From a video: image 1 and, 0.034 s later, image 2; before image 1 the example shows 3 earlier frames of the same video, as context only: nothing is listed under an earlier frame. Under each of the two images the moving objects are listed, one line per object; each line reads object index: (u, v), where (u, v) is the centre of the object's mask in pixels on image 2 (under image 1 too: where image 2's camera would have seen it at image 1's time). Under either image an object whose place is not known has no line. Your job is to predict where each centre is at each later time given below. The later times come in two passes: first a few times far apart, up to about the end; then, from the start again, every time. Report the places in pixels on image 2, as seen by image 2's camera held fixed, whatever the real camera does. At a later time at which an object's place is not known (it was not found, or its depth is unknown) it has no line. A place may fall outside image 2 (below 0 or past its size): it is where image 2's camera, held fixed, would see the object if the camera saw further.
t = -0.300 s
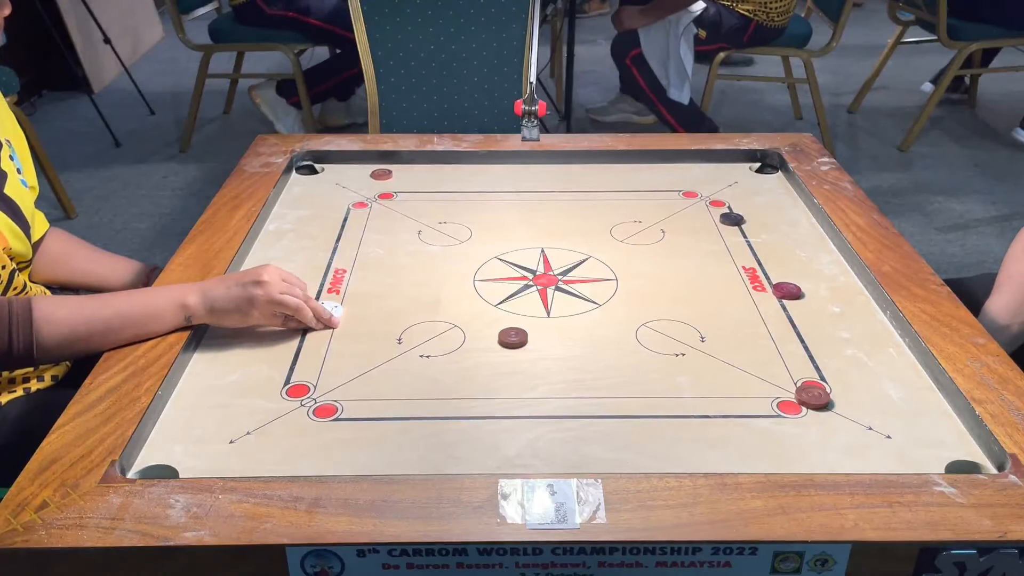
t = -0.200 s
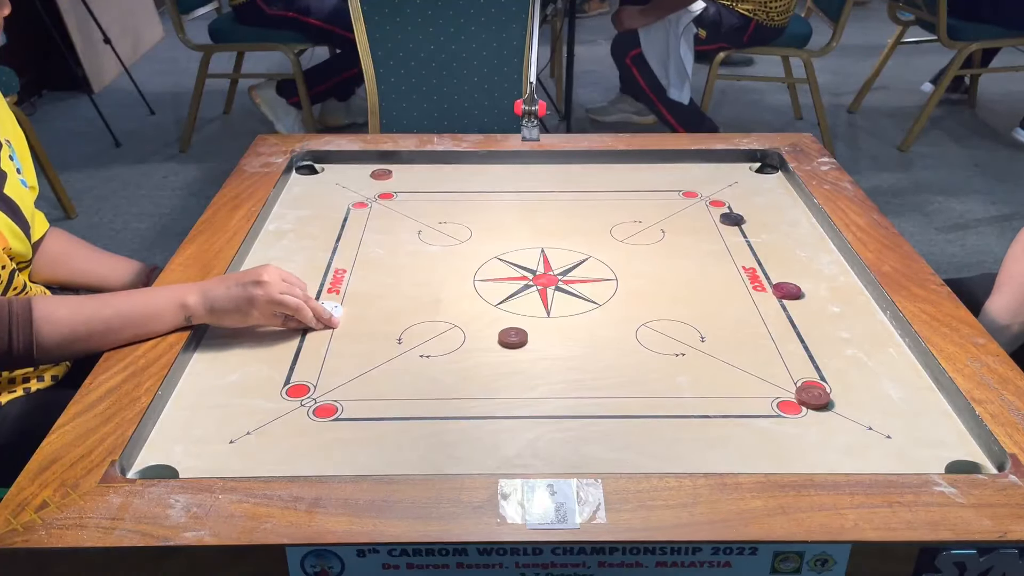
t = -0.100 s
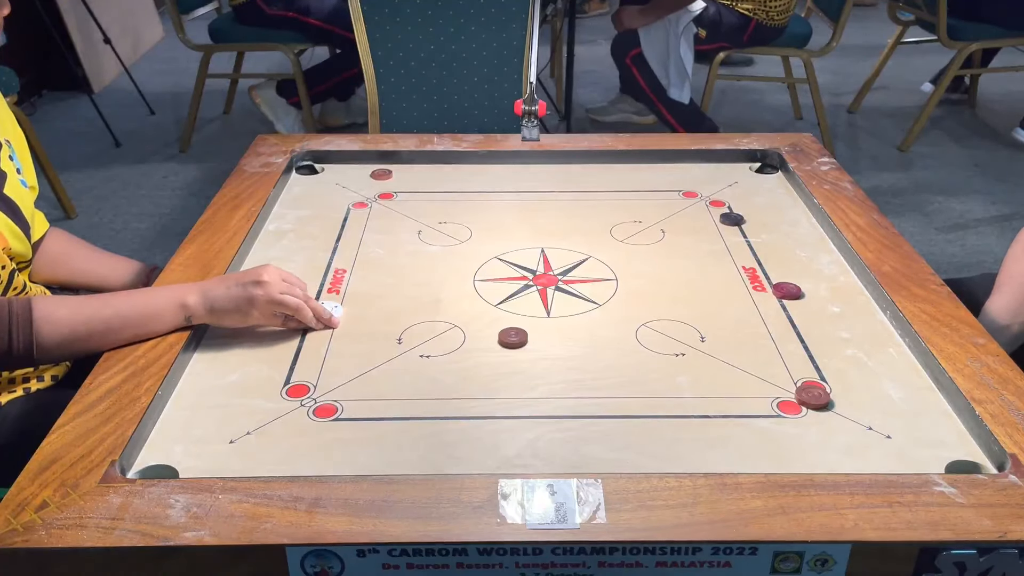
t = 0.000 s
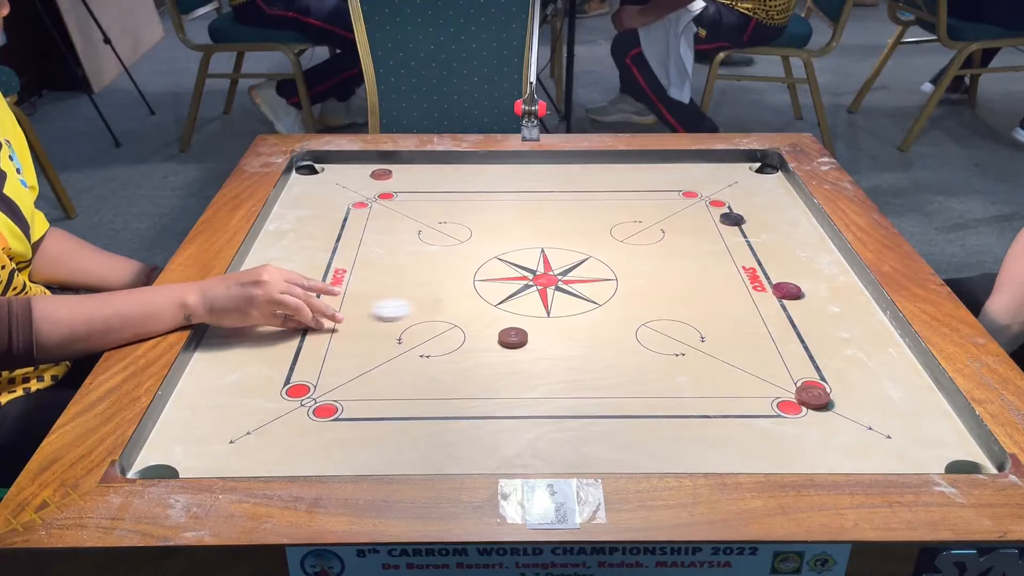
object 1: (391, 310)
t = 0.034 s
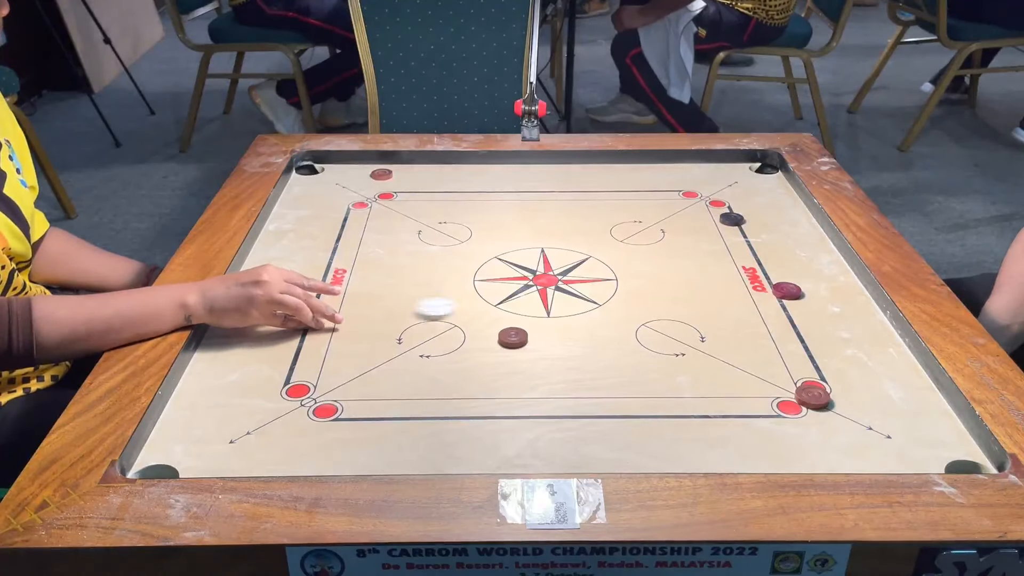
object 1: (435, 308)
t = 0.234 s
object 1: (679, 301)
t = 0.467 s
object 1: (860, 308)
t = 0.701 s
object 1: (775, 317)
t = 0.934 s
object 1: (725, 322)
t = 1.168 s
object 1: (714, 323)
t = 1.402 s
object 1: (714, 322)
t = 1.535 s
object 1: (714, 322)
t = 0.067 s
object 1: (478, 307)
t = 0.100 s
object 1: (518, 306)
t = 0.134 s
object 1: (560, 305)
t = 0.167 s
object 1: (601, 304)
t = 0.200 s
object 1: (641, 302)
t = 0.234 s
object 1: (679, 301)
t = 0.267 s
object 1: (717, 300)
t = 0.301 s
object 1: (755, 299)
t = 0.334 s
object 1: (782, 300)
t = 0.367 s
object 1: (804, 302)
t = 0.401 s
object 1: (825, 304)
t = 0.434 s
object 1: (846, 306)
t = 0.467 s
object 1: (860, 308)
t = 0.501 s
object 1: (846, 310)
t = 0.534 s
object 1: (833, 311)
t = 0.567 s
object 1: (820, 312)
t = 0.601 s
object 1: (807, 314)
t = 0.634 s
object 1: (797, 314)
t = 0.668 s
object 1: (786, 315)
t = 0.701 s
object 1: (775, 317)
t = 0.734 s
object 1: (766, 318)
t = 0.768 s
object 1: (757, 319)
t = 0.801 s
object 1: (748, 319)
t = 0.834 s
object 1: (741, 320)
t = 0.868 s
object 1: (734, 321)
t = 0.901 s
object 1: (729, 321)
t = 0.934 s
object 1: (725, 322)
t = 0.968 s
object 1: (720, 322)
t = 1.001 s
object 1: (718, 322)
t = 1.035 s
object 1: (716, 323)
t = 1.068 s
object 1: (715, 322)
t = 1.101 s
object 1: (714, 323)
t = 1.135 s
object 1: (714, 322)
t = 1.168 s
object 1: (714, 323)
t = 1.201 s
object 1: (714, 323)
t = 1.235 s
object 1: (714, 323)
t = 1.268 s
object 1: (714, 323)
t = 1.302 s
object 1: (714, 322)
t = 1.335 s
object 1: (714, 322)
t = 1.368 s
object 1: (714, 322)
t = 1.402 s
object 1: (714, 322)
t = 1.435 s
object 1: (714, 322)
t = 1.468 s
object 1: (714, 322)
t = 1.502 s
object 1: (714, 322)
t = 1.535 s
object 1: (714, 322)
